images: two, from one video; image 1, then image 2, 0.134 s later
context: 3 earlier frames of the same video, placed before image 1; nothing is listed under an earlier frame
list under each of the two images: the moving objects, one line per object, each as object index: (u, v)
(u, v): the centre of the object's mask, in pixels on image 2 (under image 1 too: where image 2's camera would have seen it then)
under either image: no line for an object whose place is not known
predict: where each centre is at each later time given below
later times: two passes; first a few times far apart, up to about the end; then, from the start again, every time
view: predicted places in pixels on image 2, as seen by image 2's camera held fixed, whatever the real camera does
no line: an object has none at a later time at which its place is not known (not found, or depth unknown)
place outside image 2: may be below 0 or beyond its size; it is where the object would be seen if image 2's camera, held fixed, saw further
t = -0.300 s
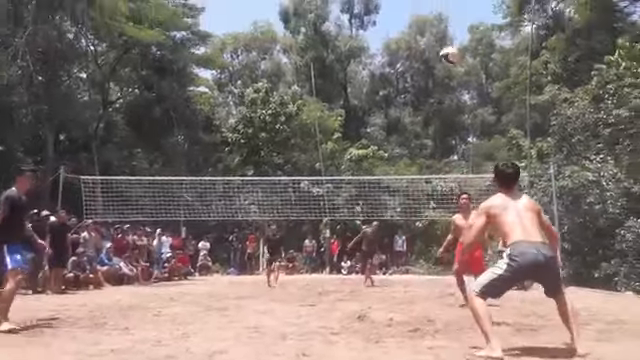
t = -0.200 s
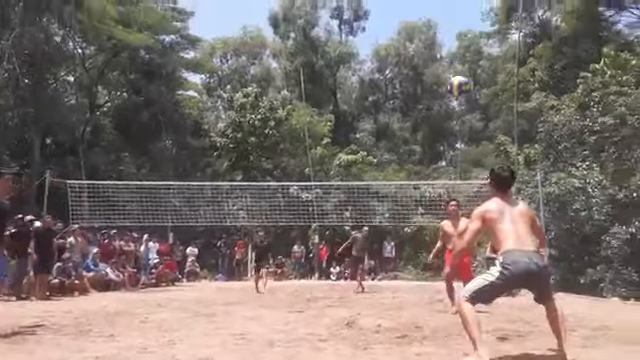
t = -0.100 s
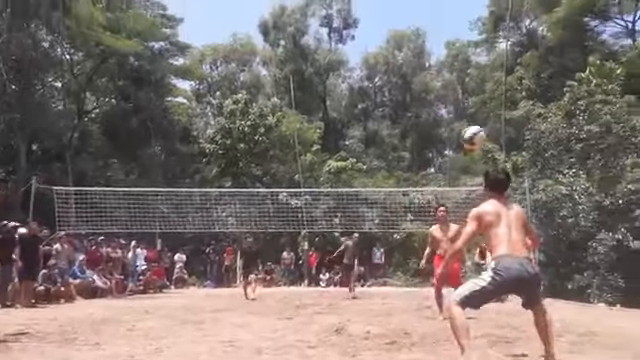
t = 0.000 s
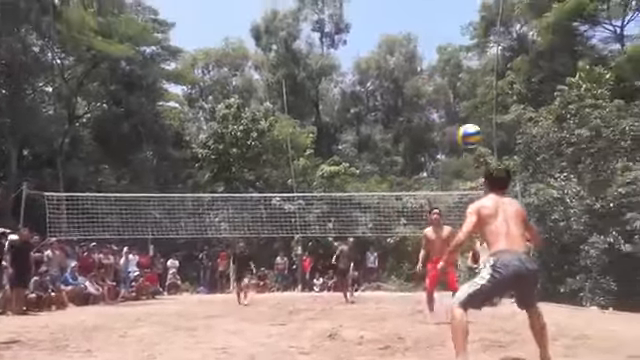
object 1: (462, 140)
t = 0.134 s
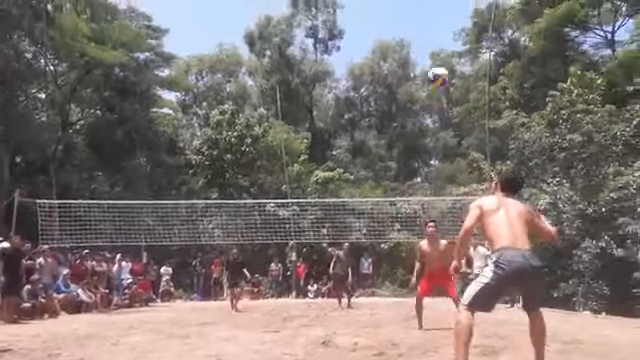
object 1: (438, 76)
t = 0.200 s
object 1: (427, 60)
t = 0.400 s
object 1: (404, 32)
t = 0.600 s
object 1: (389, 34)
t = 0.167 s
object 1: (432, 67)
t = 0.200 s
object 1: (427, 60)
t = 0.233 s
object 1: (424, 51)
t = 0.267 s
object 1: (420, 45)
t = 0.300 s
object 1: (416, 39)
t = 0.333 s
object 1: (412, 36)
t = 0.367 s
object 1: (407, 34)
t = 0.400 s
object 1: (404, 32)
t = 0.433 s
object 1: (401, 31)
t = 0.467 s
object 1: (398, 30)
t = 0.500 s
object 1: (396, 30)
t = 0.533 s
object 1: (393, 32)
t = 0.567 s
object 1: (391, 32)
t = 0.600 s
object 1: (389, 34)
